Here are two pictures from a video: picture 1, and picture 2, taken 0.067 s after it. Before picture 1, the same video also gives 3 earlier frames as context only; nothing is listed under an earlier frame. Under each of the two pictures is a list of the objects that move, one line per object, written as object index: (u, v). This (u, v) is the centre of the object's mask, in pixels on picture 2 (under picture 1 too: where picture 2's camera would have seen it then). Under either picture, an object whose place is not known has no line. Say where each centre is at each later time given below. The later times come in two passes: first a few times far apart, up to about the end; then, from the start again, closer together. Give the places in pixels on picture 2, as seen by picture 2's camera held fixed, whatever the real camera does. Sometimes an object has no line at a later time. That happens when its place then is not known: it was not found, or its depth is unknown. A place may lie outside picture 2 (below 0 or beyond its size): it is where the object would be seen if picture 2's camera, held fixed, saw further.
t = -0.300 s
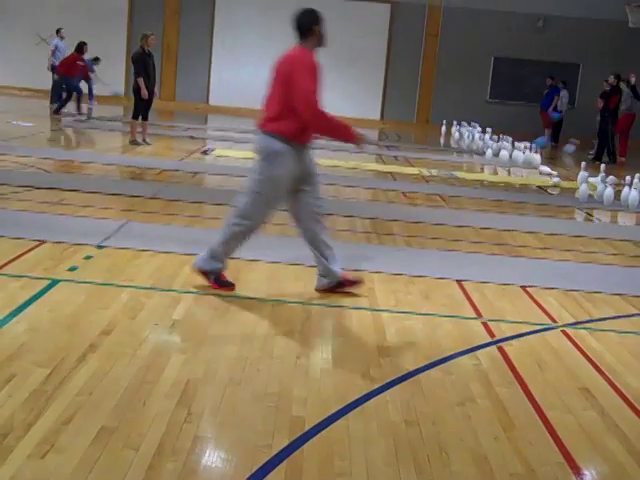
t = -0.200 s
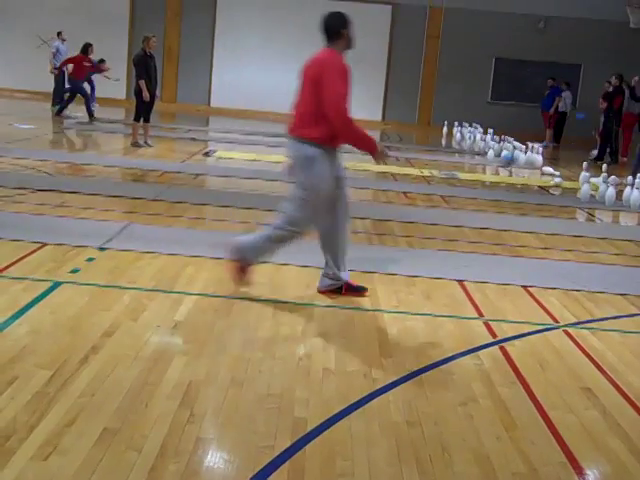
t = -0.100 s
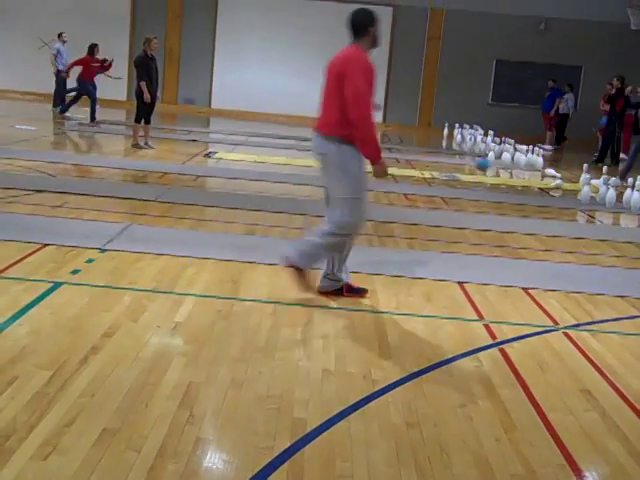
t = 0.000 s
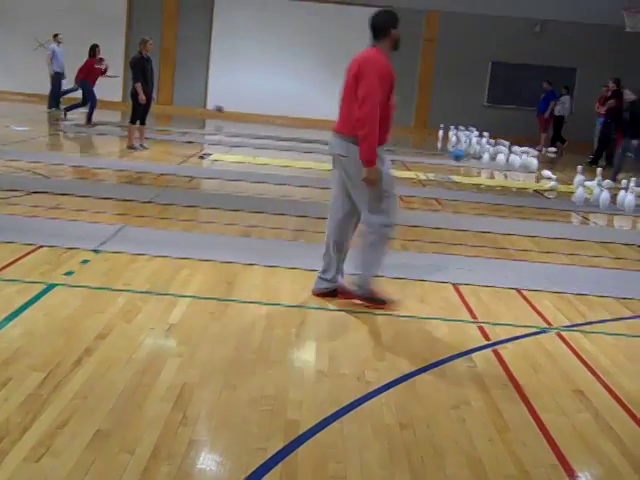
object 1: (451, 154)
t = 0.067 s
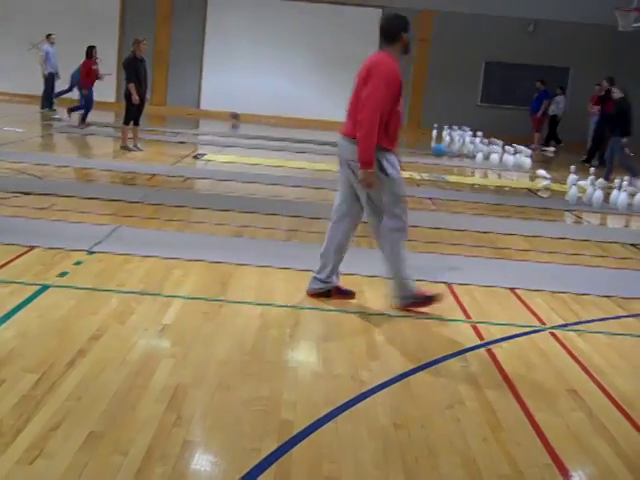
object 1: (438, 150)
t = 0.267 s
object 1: (390, 155)
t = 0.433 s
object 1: (362, 155)
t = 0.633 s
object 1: (324, 153)
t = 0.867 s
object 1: (279, 152)
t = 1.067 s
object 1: (242, 152)
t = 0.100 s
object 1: (430, 148)
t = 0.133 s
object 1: (426, 148)
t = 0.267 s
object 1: (390, 155)
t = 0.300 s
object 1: (388, 158)
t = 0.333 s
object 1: (380, 162)
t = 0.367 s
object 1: (373, 162)
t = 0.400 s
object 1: (368, 159)
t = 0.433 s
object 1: (362, 155)
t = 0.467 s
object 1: (355, 153)
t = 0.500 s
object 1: (349, 151)
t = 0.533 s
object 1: (343, 151)
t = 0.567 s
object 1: (336, 150)
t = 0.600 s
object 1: (330, 152)
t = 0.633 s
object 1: (324, 153)
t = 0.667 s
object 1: (317, 157)
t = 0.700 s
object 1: (310, 157)
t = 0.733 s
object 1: (304, 156)
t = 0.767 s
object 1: (297, 153)
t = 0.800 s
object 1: (291, 153)
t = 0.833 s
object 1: (286, 152)
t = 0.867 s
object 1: (279, 152)
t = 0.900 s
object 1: (273, 152)
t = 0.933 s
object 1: (267, 154)
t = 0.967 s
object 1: (260, 153)
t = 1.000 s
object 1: (254, 152)
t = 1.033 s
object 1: (249, 152)
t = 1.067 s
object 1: (242, 152)
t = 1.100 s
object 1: (237, 152)
